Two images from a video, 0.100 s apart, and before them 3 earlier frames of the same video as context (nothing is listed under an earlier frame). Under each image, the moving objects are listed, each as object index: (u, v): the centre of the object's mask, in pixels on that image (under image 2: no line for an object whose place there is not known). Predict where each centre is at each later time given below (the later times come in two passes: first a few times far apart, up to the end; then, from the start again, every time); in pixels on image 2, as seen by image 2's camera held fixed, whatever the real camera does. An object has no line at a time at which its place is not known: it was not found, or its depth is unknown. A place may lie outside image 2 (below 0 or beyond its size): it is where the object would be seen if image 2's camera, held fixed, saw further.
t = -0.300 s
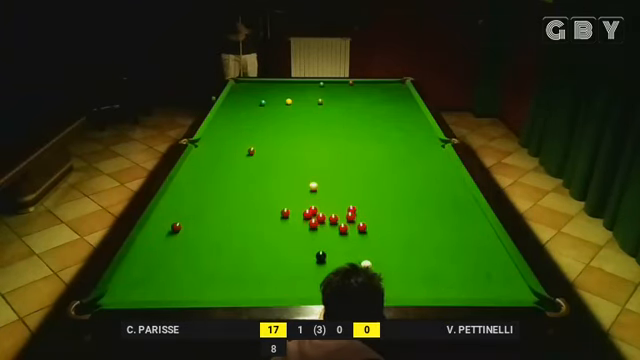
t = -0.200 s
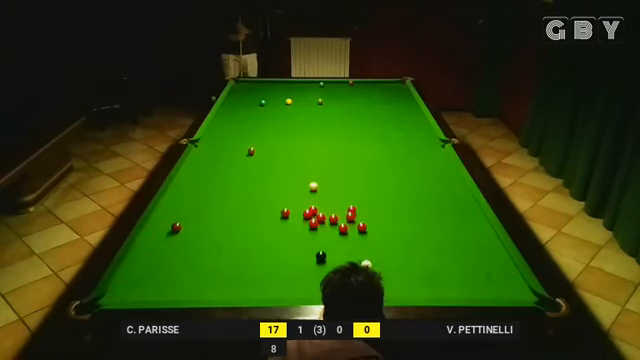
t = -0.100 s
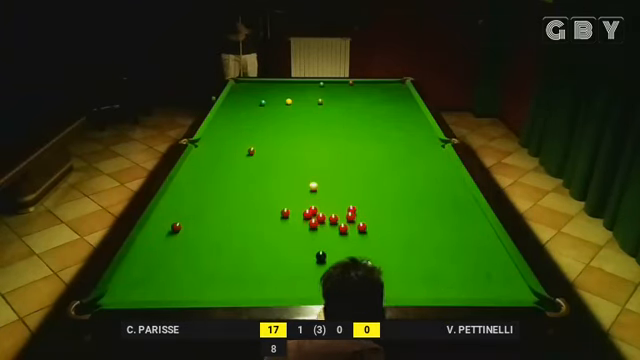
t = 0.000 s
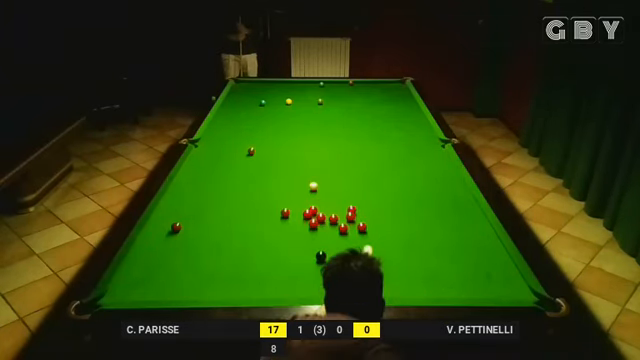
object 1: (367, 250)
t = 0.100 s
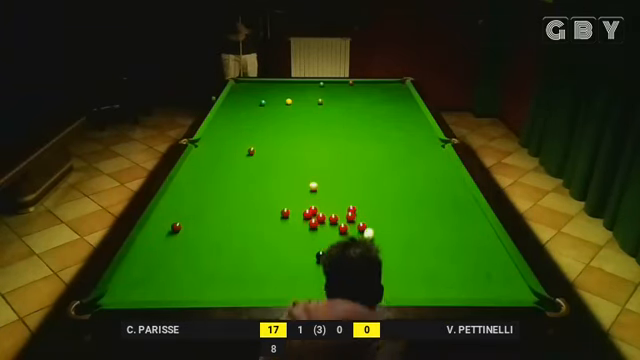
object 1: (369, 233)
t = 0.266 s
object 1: (385, 219)
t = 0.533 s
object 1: (408, 201)
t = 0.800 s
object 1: (428, 186)
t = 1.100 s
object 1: (447, 172)
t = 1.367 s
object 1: (441, 163)
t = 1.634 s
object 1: (427, 155)
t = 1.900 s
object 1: (414, 149)
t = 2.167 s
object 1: (403, 142)
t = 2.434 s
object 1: (392, 137)
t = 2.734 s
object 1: (383, 132)
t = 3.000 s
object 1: (375, 128)
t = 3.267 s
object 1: (367, 124)
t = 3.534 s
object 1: (361, 121)
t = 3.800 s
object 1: (355, 118)
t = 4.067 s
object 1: (350, 115)
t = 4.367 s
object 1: (345, 112)
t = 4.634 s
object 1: (341, 111)
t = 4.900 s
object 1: (337, 109)
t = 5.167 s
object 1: (334, 107)
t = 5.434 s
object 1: (332, 106)
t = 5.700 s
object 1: (329, 105)
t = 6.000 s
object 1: (327, 104)
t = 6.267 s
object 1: (326, 103)
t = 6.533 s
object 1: (324, 103)
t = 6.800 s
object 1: (324, 103)
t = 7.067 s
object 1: (324, 103)
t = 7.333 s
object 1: (324, 103)
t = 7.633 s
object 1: (324, 103)
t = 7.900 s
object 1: (324, 103)
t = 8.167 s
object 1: (324, 103)
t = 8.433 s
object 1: (324, 103)
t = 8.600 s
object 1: (324, 103)
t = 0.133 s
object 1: (370, 229)
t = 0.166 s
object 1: (374, 227)
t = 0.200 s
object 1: (378, 224)
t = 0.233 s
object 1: (381, 222)
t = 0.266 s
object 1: (385, 219)
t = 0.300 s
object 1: (388, 217)
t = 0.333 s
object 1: (391, 214)
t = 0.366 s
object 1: (394, 212)
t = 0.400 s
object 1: (397, 210)
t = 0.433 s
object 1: (400, 208)
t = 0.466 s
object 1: (403, 205)
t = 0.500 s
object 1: (405, 203)
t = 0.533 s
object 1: (408, 201)
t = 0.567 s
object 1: (411, 199)
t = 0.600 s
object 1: (413, 197)
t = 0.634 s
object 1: (416, 195)
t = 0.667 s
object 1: (418, 194)
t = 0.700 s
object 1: (421, 192)
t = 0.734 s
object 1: (423, 190)
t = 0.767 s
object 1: (426, 188)
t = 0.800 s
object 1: (428, 186)
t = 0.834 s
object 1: (430, 185)
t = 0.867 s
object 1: (432, 183)
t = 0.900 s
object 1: (435, 181)
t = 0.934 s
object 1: (437, 179)
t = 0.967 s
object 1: (439, 178)
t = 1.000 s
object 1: (441, 176)
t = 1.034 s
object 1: (443, 175)
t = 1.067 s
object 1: (445, 173)
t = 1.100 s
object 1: (447, 172)
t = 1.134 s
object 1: (449, 171)
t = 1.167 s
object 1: (451, 169)
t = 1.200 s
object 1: (451, 168)
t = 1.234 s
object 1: (449, 167)
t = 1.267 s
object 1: (447, 165)
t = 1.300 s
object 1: (445, 164)
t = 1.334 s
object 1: (443, 164)
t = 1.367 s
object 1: (441, 163)
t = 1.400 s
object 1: (439, 162)
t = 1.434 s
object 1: (437, 161)
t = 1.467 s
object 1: (435, 160)
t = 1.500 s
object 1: (434, 159)
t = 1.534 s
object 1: (432, 158)
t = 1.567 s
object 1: (430, 157)
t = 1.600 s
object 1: (428, 156)
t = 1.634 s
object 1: (427, 155)
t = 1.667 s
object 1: (425, 154)
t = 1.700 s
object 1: (424, 153)
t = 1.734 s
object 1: (422, 152)
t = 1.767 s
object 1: (420, 152)
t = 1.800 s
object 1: (419, 151)
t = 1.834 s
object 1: (417, 150)
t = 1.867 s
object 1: (416, 149)
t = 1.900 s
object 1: (414, 149)
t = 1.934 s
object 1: (413, 148)
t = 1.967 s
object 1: (411, 147)
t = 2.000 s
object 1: (410, 146)
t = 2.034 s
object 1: (408, 145)
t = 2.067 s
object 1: (407, 145)
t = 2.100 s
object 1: (405, 144)
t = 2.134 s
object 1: (404, 143)
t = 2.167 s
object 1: (403, 142)
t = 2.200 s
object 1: (401, 142)
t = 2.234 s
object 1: (400, 141)
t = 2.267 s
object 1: (399, 140)
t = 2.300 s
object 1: (398, 140)
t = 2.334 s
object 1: (396, 139)
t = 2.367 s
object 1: (395, 138)
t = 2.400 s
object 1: (394, 138)
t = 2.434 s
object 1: (392, 137)
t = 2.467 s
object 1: (391, 137)
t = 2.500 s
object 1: (390, 136)
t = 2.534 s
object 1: (389, 135)
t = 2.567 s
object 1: (388, 135)
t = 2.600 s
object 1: (387, 134)
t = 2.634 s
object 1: (386, 134)
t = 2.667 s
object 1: (385, 133)
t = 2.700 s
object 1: (383, 133)
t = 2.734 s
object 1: (383, 132)
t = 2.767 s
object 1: (382, 131)
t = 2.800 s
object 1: (381, 131)
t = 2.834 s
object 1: (379, 130)
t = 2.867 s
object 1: (378, 130)
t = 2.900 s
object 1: (378, 129)
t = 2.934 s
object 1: (376, 129)
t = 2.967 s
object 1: (376, 128)
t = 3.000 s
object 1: (375, 128)
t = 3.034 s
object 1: (374, 127)
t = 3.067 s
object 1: (373, 127)
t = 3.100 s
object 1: (372, 126)
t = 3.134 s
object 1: (371, 126)
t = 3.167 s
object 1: (370, 125)
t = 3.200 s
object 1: (369, 125)
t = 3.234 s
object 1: (368, 124)
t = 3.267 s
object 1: (367, 124)
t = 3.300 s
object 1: (366, 124)
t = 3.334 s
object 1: (366, 123)
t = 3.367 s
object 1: (365, 123)
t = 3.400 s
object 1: (364, 122)
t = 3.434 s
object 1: (363, 122)
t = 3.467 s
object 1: (362, 122)
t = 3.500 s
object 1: (362, 121)
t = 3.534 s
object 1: (361, 121)
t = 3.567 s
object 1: (360, 120)
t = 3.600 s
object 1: (359, 120)
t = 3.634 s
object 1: (359, 119)
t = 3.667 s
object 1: (358, 119)
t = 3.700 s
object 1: (357, 119)
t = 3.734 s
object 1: (356, 119)
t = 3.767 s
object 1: (356, 118)
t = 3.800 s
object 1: (355, 118)
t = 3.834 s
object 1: (354, 117)
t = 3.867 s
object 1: (354, 117)
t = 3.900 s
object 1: (353, 117)
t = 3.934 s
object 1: (352, 117)
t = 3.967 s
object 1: (352, 116)
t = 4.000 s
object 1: (351, 116)
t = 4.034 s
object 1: (350, 116)
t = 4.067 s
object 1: (350, 115)
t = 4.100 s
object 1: (349, 115)
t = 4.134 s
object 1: (349, 115)
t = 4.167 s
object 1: (348, 114)
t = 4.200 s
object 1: (347, 114)
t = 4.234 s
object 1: (347, 113)
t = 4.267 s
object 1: (346, 113)
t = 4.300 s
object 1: (346, 113)
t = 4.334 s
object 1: (345, 113)
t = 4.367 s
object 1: (345, 112)
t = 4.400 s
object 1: (344, 112)
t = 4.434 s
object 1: (344, 112)
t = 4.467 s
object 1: (343, 112)
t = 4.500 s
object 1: (343, 111)
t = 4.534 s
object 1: (342, 111)
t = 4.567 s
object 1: (342, 111)
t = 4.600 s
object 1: (341, 111)
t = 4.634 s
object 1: (341, 111)
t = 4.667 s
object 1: (340, 110)
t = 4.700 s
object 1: (340, 110)
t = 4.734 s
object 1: (339, 110)
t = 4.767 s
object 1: (339, 110)
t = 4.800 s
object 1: (338, 110)
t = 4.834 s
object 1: (338, 109)
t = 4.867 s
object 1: (338, 109)
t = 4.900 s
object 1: (337, 109)
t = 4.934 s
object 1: (336, 108)
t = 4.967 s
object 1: (336, 108)
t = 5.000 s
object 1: (336, 108)
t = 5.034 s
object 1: (335, 108)
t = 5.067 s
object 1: (335, 108)
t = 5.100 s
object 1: (335, 108)
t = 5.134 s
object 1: (335, 108)
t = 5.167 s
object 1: (334, 107)
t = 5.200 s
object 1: (334, 107)
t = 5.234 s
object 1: (333, 107)
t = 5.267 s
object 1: (333, 107)
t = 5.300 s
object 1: (333, 106)
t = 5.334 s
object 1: (332, 106)
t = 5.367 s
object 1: (332, 106)
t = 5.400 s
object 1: (332, 106)
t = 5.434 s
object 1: (332, 106)
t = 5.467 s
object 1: (331, 106)
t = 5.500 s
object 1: (331, 106)
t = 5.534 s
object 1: (331, 105)
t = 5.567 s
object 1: (330, 105)
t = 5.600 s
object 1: (330, 105)
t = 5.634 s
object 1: (330, 105)
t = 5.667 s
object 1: (329, 105)
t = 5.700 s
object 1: (329, 105)
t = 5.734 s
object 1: (329, 105)
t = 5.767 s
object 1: (329, 105)
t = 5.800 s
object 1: (328, 105)
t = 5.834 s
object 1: (328, 104)
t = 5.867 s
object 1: (328, 104)
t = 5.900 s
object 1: (328, 104)
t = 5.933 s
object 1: (327, 104)
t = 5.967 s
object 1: (327, 104)
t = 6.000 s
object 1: (327, 104)
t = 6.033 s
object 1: (327, 104)
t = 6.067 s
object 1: (326, 104)
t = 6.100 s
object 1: (326, 103)
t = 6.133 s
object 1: (326, 103)
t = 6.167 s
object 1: (326, 103)
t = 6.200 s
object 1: (326, 103)
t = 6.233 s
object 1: (326, 103)
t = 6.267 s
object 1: (326, 103)
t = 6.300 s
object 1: (326, 103)
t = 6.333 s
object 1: (326, 103)
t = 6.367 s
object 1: (325, 103)
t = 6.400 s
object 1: (325, 103)
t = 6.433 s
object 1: (325, 103)
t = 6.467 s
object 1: (325, 103)
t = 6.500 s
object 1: (324, 103)
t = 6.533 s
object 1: (324, 103)
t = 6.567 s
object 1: (324, 103)
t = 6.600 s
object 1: (324, 103)
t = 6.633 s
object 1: (324, 103)
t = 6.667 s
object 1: (324, 103)
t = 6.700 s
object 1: (324, 103)
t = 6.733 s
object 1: (324, 103)
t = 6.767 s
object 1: (324, 103)
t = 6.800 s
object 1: (324, 103)
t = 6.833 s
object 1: (324, 103)
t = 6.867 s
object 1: (324, 103)
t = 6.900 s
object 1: (324, 103)
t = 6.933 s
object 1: (324, 103)
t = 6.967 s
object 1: (324, 103)
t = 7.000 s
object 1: (324, 103)
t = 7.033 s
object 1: (324, 103)
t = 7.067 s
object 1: (324, 103)
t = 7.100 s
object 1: (324, 103)
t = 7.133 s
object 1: (324, 103)
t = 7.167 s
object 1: (324, 103)
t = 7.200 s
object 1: (324, 103)
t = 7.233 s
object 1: (324, 103)
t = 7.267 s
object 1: (324, 103)
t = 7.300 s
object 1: (324, 103)
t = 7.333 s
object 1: (324, 103)
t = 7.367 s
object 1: (324, 103)
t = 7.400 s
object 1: (324, 103)
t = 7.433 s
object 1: (324, 103)
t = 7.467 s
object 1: (324, 103)
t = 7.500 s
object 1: (324, 103)
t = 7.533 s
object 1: (324, 103)
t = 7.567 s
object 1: (324, 103)
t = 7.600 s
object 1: (324, 103)
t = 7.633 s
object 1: (324, 103)
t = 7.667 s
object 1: (324, 103)
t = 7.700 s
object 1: (324, 103)
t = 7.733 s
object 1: (324, 103)
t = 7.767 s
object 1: (324, 103)
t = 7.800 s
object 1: (324, 103)
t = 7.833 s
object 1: (324, 103)
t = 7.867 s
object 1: (324, 103)
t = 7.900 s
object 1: (324, 103)
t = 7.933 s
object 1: (324, 103)
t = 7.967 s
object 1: (324, 103)
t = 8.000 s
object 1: (324, 103)
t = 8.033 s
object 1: (324, 103)
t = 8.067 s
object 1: (324, 103)
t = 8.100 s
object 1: (324, 103)
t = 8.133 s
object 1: (324, 103)
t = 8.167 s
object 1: (324, 103)
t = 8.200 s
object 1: (324, 103)
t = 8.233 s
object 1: (324, 103)
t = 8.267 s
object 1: (324, 103)
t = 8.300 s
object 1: (324, 103)
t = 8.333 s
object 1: (324, 103)
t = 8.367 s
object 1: (324, 103)
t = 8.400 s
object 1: (324, 103)
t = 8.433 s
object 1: (324, 103)
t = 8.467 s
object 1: (324, 103)
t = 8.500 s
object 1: (324, 103)
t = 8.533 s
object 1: (324, 103)
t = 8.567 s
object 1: (324, 103)
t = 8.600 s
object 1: (324, 103)
